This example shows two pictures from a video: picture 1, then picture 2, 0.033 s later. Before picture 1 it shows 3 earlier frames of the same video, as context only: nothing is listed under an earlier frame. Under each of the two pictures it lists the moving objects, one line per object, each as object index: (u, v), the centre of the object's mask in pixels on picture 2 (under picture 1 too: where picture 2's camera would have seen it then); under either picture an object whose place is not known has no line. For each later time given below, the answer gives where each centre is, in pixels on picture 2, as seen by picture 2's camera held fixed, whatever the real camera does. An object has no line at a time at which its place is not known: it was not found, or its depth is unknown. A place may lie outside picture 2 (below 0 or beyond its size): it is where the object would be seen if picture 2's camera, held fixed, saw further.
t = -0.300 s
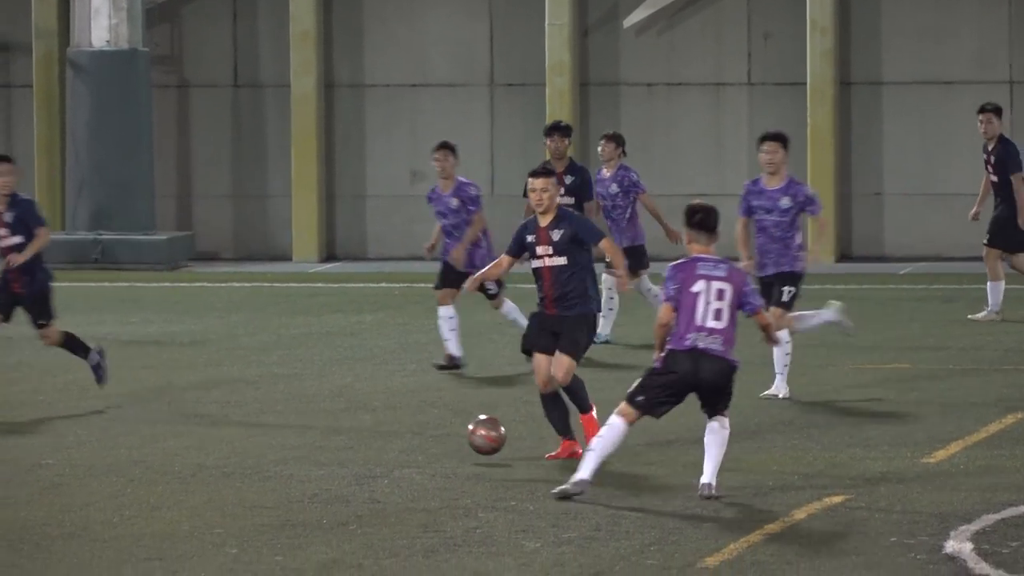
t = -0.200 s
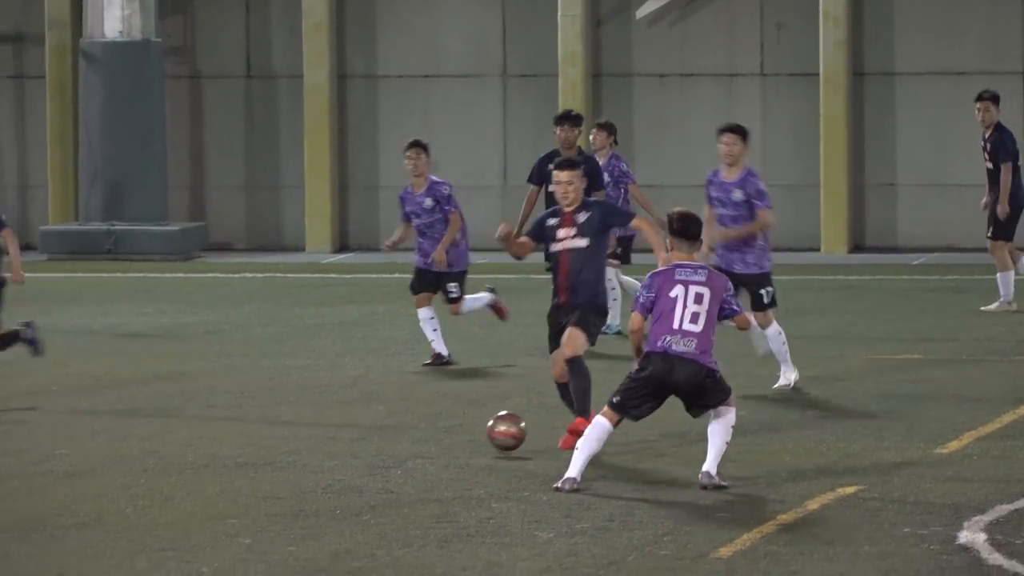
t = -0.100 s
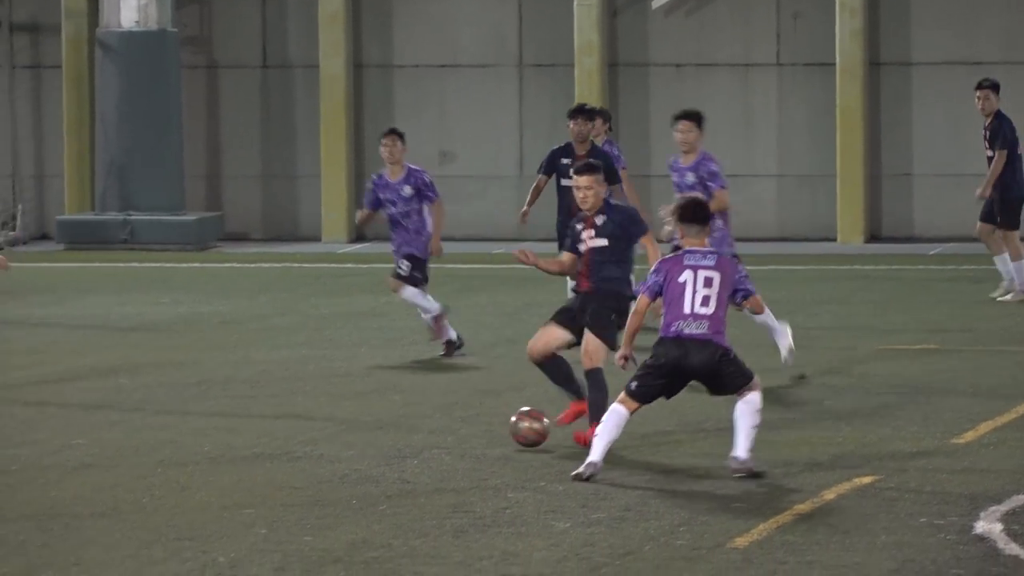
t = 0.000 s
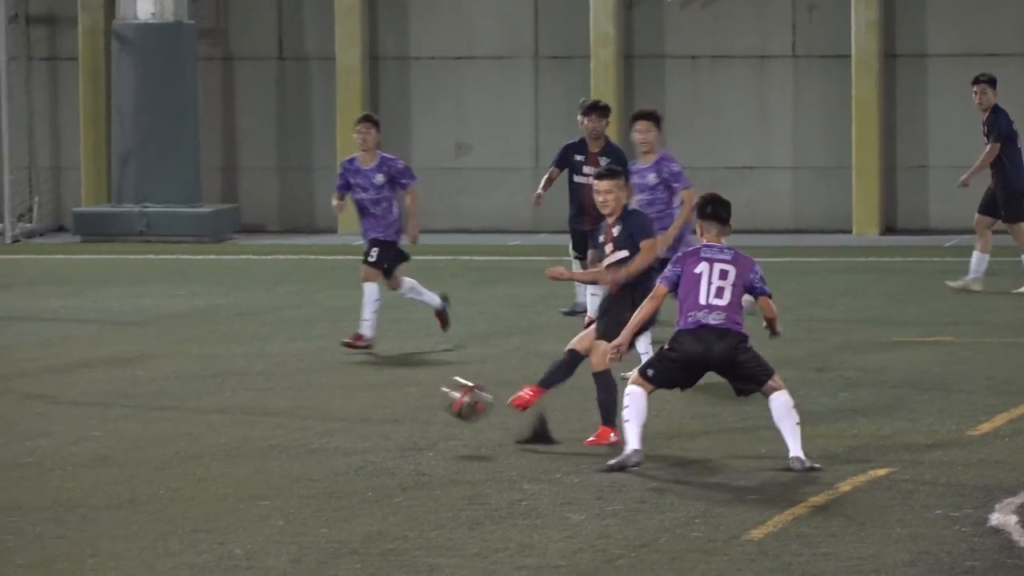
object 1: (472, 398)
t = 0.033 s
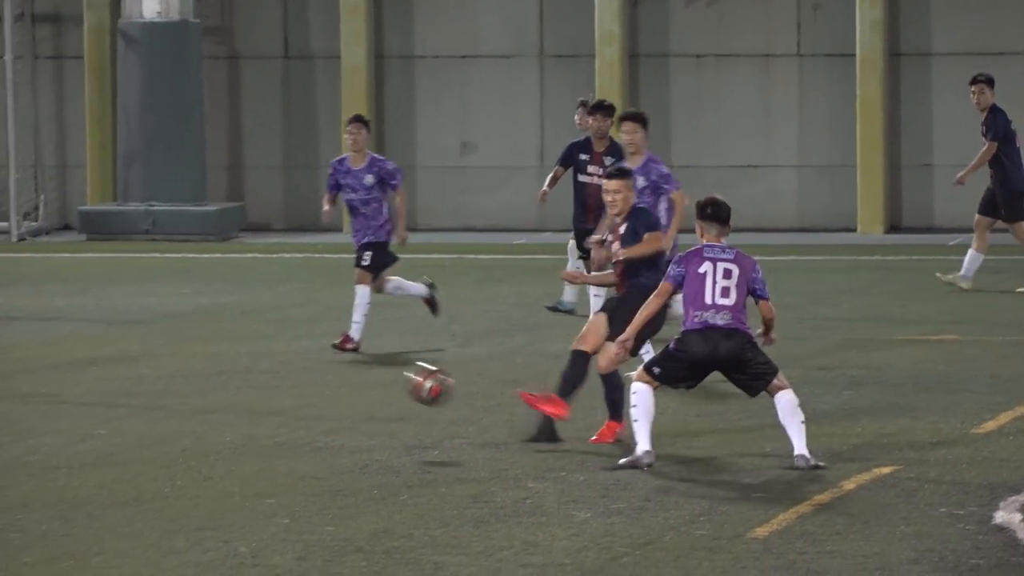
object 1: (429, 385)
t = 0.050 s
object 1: (407, 380)
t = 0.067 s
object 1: (386, 374)
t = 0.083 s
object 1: (366, 370)
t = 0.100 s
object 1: (345, 366)
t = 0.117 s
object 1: (323, 362)
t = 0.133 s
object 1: (301, 361)
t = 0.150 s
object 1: (280, 359)
